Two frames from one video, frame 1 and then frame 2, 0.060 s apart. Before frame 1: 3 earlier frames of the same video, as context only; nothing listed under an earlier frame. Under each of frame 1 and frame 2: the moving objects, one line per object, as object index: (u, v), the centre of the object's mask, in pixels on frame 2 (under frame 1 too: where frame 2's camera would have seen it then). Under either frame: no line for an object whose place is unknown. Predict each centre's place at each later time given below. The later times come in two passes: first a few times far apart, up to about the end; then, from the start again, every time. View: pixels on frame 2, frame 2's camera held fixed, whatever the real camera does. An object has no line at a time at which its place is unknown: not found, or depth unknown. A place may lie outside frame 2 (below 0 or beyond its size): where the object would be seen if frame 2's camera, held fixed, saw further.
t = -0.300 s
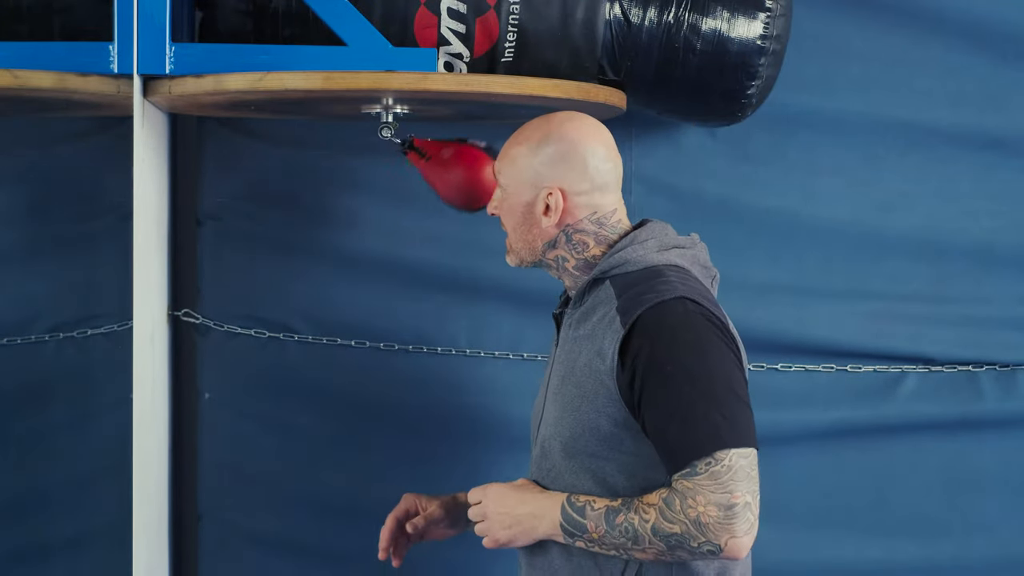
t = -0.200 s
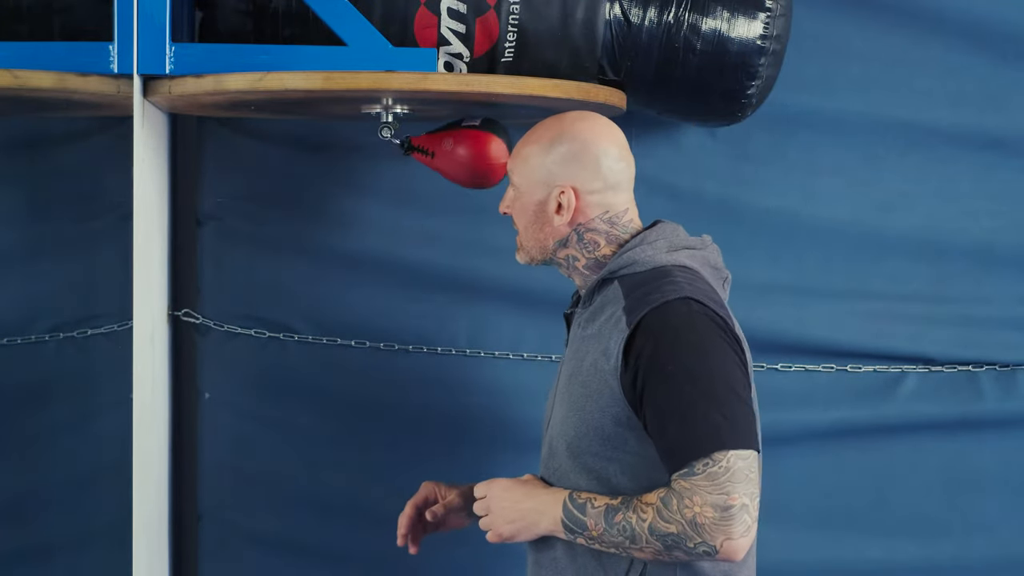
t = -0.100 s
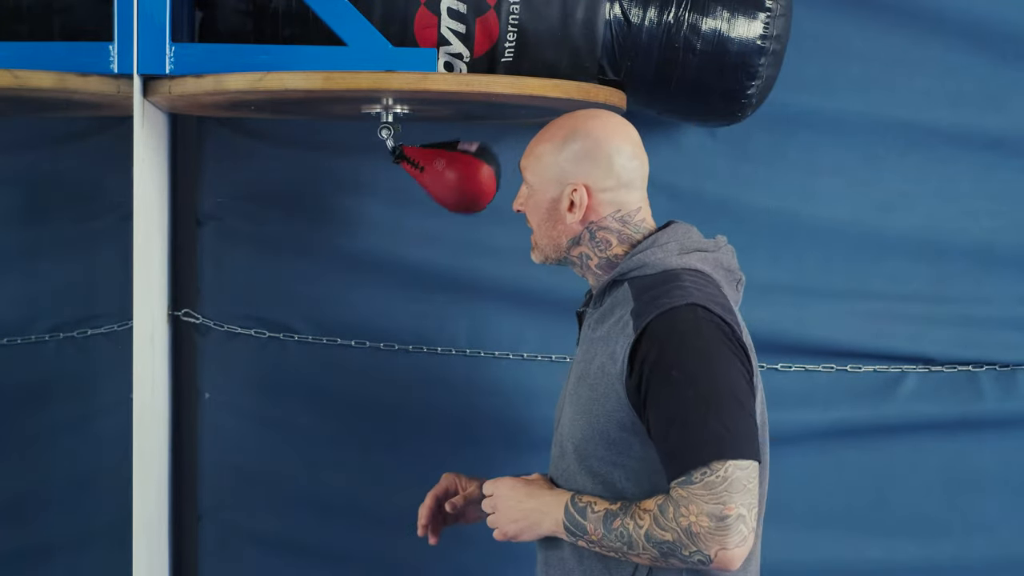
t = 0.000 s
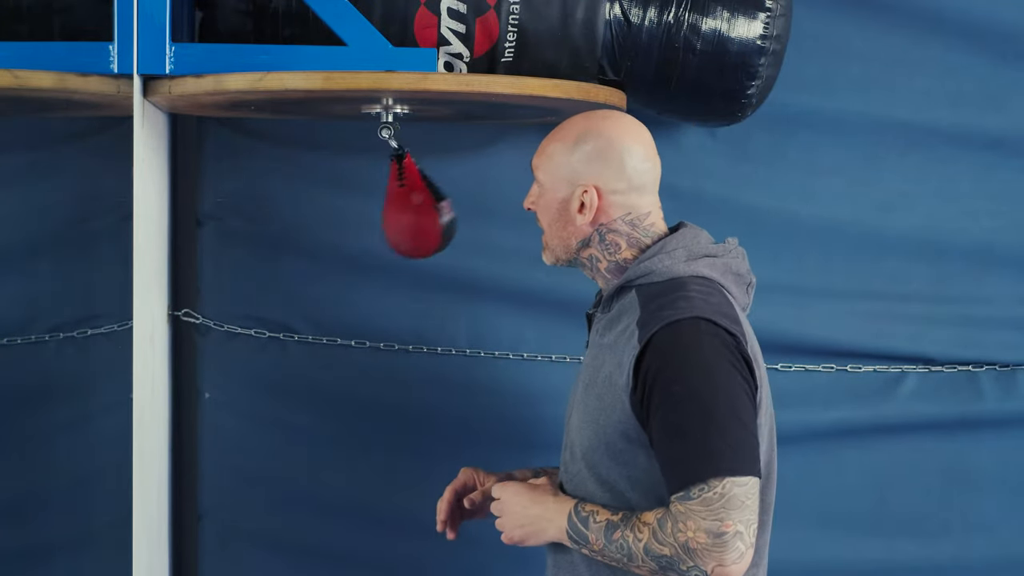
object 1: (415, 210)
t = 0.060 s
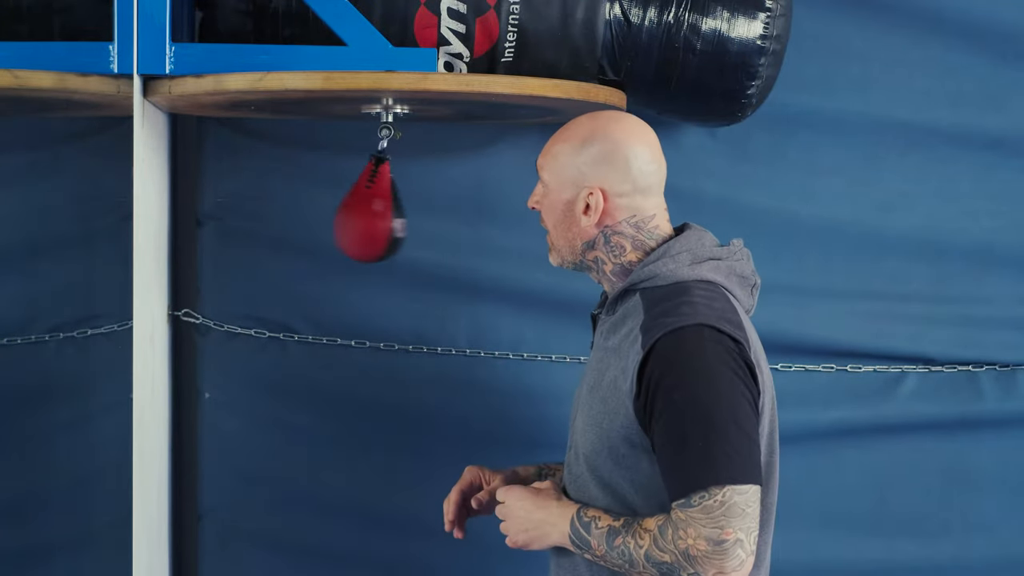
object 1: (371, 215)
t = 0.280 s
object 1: (308, 160)
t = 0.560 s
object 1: (419, 209)
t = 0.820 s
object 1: (452, 179)
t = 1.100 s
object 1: (324, 186)
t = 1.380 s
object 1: (357, 209)
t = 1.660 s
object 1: (446, 177)
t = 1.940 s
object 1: (361, 210)
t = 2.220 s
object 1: (343, 193)
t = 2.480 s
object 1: (423, 194)
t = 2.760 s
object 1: (392, 213)
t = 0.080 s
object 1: (358, 211)
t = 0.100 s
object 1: (346, 206)
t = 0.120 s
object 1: (335, 199)
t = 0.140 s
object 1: (327, 191)
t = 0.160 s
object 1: (321, 184)
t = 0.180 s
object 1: (315, 177)
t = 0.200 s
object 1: (311, 170)
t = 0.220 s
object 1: (309, 166)
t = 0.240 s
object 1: (308, 162)
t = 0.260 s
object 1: (307, 160)
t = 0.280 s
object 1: (308, 160)
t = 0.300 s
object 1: (309, 161)
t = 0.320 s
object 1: (311, 164)
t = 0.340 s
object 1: (313, 168)
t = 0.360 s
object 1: (316, 174)
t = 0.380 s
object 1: (320, 181)
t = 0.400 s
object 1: (325, 189)
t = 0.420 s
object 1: (332, 196)
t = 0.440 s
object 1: (342, 203)
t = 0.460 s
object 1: (352, 209)
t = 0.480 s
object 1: (365, 213)
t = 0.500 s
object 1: (379, 214)
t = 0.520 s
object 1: (394, 215)
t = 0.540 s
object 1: (407, 213)
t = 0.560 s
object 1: (419, 209)
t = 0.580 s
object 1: (430, 203)
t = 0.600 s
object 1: (439, 197)
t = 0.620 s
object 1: (446, 190)
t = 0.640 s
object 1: (451, 184)
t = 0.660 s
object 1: (455, 178)
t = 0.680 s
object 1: (458, 174)
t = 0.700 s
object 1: (460, 170)
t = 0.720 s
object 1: (460, 168)
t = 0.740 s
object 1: (460, 168)
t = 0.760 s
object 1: (459, 168)
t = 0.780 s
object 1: (458, 171)
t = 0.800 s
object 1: (456, 174)
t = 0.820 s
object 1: (452, 179)
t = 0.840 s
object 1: (448, 185)
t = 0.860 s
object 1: (443, 191)
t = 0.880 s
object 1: (436, 198)
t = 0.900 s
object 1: (428, 204)
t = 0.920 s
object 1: (418, 209)
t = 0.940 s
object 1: (406, 213)
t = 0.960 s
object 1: (394, 215)
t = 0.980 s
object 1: (381, 216)
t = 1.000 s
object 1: (368, 214)
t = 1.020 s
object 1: (356, 210)
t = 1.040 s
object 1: (346, 205)
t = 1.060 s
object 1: (337, 199)
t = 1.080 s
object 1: (330, 193)
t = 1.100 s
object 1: (324, 186)
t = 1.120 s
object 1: (320, 181)
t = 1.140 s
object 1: (317, 176)
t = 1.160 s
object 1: (315, 172)
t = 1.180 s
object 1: (314, 170)
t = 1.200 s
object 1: (314, 169)
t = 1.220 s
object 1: (315, 169)
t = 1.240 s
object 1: (316, 171)
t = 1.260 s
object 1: (319, 174)
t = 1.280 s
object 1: (322, 179)
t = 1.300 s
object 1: (326, 185)
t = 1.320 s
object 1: (331, 191)
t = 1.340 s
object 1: (338, 198)
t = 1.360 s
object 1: (347, 204)
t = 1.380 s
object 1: (357, 209)
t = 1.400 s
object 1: (368, 213)
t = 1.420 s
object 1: (379, 215)
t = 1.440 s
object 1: (391, 215)
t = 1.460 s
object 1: (402, 214)
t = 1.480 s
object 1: (412, 211)
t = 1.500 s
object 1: (421, 207)
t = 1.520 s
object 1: (428, 202)
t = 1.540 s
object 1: (434, 196)
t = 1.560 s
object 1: (439, 191)
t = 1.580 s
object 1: (442, 187)
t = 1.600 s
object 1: (444, 182)
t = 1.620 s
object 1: (446, 179)
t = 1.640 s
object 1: (446, 178)
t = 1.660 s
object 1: (446, 177)
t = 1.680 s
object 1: (445, 178)
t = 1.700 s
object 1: (444, 180)
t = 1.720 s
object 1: (441, 183)
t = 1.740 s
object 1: (438, 187)
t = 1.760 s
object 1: (434, 192)
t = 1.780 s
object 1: (429, 197)
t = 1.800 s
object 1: (423, 202)
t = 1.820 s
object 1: (416, 207)
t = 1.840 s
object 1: (407, 211)
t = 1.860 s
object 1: (398, 214)
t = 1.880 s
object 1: (388, 215)
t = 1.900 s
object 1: (379, 215)
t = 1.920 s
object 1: (369, 213)
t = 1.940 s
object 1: (361, 210)
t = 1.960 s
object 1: (353, 206)
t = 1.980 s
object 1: (346, 201)
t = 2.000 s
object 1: (341, 196)
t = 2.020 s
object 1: (337, 191)
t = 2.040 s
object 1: (334, 186)
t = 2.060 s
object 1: (331, 182)
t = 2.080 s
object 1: (330, 179)
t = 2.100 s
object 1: (330, 177)
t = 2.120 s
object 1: (331, 177)
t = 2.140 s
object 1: (332, 177)
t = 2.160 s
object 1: (333, 180)
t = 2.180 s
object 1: (336, 183)
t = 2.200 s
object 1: (339, 188)
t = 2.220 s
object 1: (343, 193)
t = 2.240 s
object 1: (349, 199)
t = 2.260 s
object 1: (355, 204)
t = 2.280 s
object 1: (363, 208)
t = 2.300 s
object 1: (371, 212)
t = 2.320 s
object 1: (379, 214)
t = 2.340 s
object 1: (387, 215)
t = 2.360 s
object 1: (394, 215)
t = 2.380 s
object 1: (401, 213)
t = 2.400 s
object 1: (408, 210)
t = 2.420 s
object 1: (413, 207)
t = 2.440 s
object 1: (417, 202)
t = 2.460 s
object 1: (420, 198)
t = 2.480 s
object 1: (423, 194)
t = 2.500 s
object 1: (424, 191)
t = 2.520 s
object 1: (425, 188)
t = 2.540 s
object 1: (426, 186)
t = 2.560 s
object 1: (425, 185)
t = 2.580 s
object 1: (424, 186)
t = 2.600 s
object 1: (423, 187)
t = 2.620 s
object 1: (421, 189)
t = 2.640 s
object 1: (418, 192)
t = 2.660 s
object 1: (415, 196)
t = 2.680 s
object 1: (412, 200)
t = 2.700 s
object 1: (407, 204)
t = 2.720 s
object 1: (403, 208)
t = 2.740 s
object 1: (398, 211)
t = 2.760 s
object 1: (392, 213)
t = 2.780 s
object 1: (386, 215)
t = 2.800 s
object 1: (381, 215)
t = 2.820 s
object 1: (376, 213)
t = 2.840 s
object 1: (371, 212)
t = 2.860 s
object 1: (367, 208)
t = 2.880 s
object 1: (363, 205)
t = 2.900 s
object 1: (359, 201)
